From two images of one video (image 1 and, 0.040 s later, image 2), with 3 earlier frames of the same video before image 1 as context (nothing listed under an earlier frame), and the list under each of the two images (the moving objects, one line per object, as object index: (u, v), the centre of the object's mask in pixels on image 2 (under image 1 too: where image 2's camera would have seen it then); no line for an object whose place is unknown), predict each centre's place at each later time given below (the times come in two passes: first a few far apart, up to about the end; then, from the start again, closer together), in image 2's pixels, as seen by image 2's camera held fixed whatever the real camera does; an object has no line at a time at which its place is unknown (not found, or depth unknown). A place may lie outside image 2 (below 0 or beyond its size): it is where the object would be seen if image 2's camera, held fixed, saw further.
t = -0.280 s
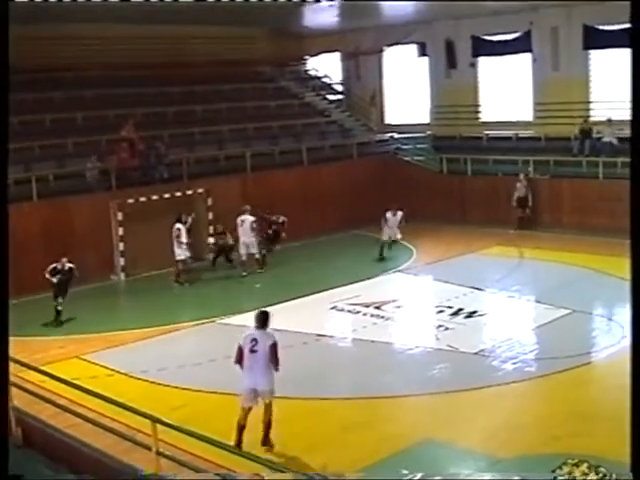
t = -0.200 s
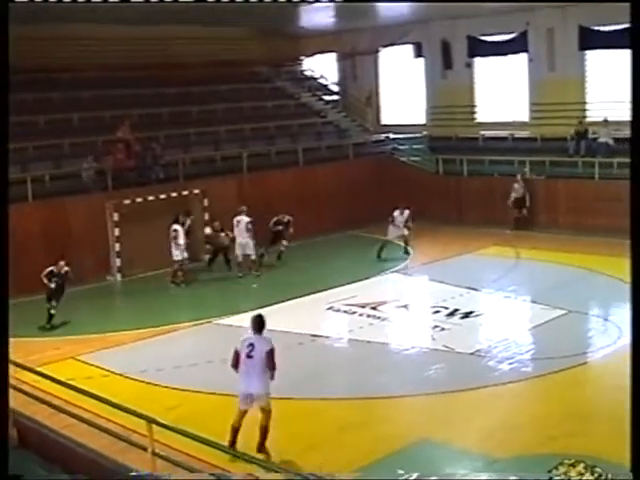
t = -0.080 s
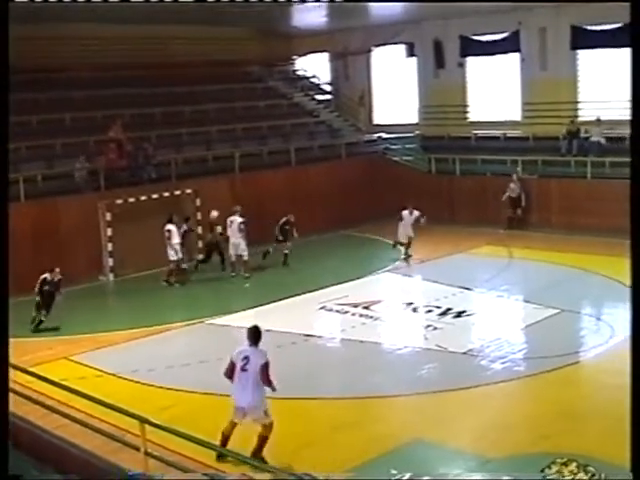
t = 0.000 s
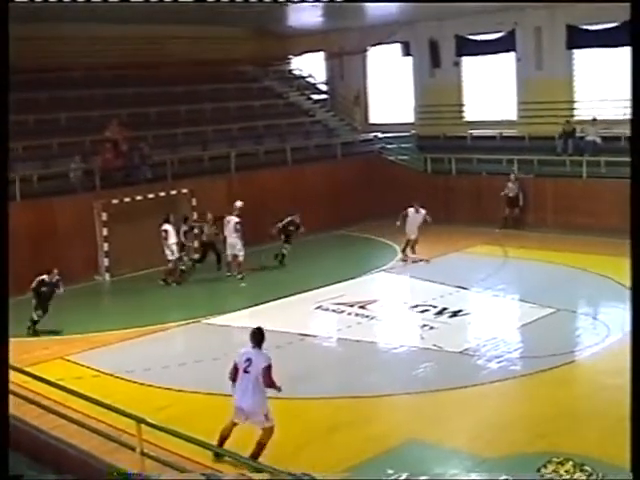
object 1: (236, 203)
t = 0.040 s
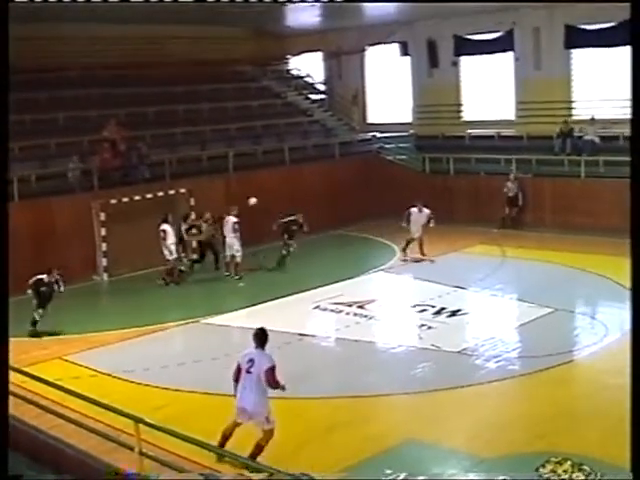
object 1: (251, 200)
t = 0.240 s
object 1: (334, 192)
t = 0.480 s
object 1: (436, 202)
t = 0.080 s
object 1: (268, 197)
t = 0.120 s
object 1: (284, 195)
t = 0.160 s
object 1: (301, 193)
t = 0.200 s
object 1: (317, 191)
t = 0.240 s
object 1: (334, 192)
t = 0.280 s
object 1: (351, 192)
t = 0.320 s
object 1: (368, 193)
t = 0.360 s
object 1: (385, 195)
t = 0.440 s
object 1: (419, 199)
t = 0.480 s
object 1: (436, 202)
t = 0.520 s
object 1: (451, 205)
